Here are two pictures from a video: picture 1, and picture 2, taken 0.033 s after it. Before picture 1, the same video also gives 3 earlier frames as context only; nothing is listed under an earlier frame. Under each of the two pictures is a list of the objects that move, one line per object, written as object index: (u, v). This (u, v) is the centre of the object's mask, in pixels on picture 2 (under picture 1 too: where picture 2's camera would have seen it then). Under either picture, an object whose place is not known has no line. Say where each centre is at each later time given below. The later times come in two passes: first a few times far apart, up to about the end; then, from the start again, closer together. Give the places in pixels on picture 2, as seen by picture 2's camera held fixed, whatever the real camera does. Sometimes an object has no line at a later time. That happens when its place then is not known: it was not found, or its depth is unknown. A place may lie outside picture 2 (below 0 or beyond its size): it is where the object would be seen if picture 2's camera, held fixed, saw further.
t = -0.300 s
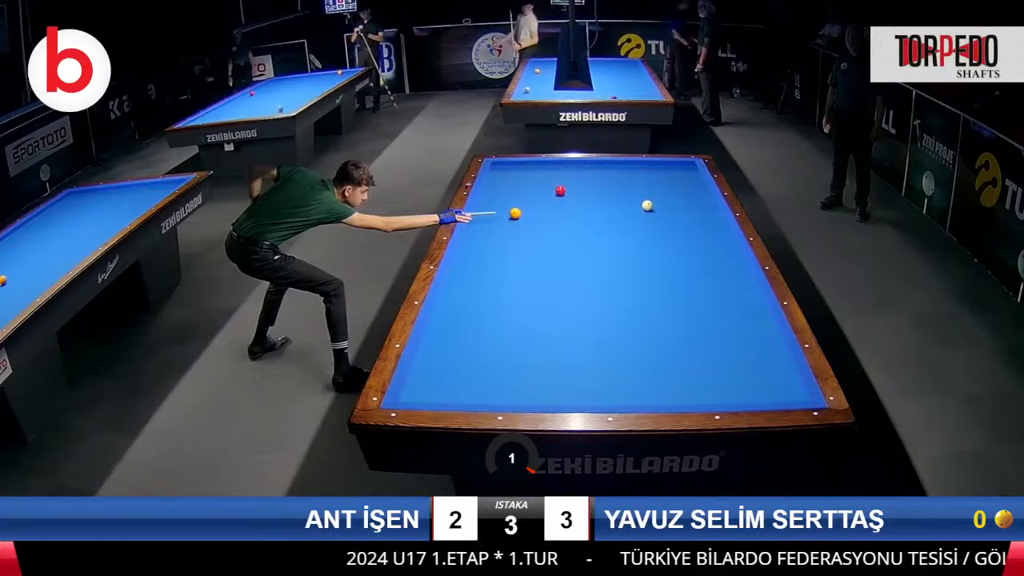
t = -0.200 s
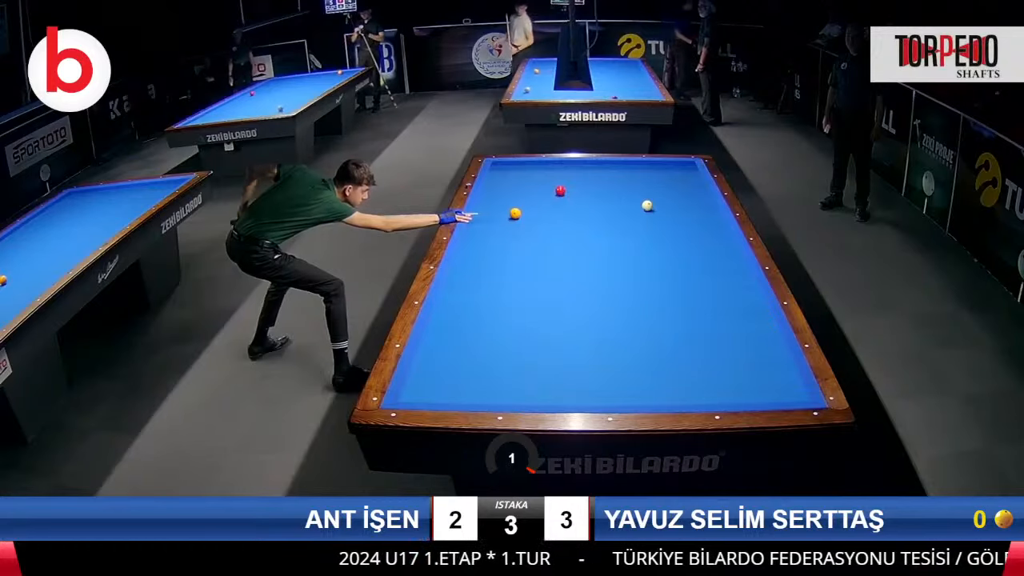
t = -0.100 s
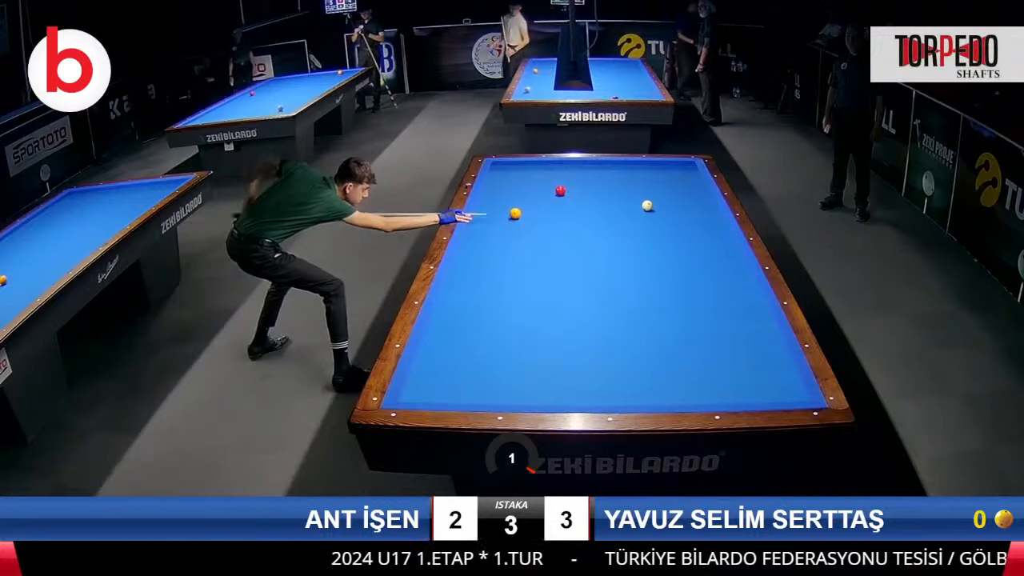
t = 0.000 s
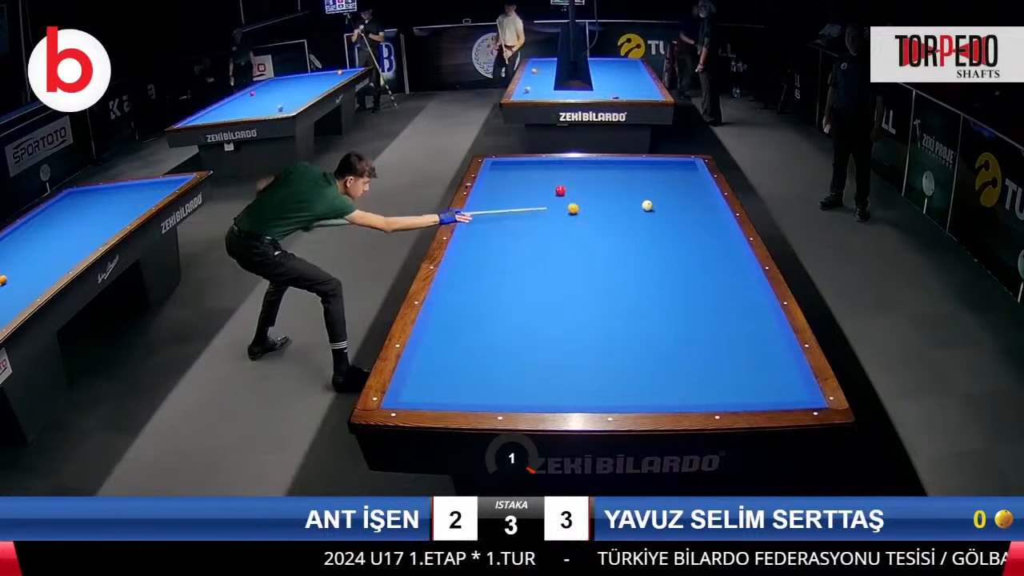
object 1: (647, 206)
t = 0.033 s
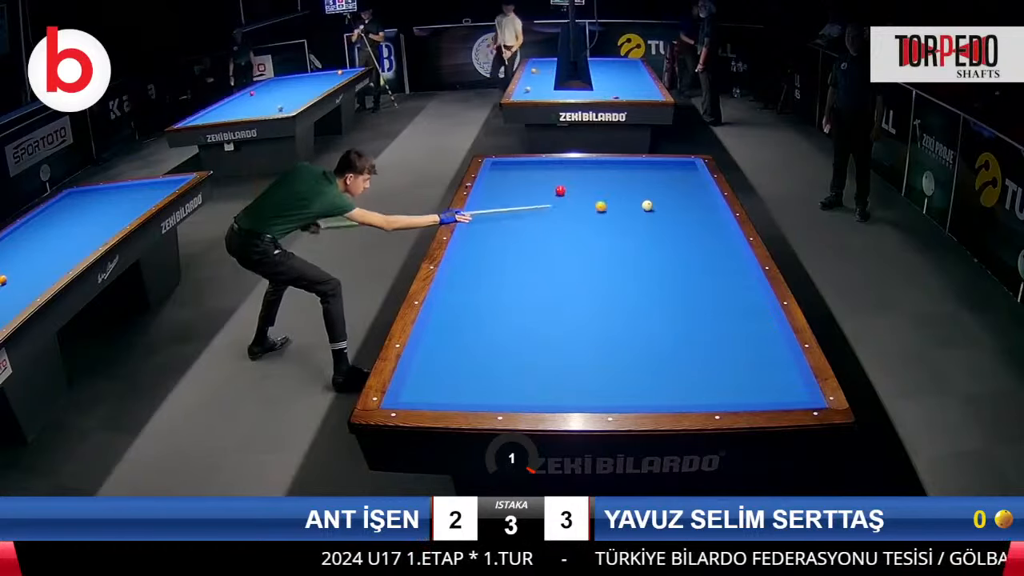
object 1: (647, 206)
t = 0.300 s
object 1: (681, 225)
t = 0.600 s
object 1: (559, 245)
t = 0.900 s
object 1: (468, 263)
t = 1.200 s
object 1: (544, 270)
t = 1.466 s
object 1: (596, 278)
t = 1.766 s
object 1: (655, 286)
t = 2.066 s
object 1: (714, 295)
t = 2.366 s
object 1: (751, 304)
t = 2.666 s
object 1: (733, 316)
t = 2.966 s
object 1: (729, 338)
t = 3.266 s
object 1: (725, 362)
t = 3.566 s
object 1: (720, 387)
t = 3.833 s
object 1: (710, 393)
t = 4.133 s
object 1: (691, 380)
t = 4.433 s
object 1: (674, 367)
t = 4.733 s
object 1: (658, 356)
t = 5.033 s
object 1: (643, 345)
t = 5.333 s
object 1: (630, 335)
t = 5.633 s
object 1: (617, 326)
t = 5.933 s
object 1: (605, 318)
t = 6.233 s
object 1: (594, 310)
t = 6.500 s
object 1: (585, 305)
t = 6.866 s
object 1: (571, 296)
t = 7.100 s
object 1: (567, 292)
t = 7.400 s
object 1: (559, 287)
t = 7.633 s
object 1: (550, 280)
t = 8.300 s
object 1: (541, 272)
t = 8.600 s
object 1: (534, 271)
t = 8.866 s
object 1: (530, 267)
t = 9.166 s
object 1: (525, 265)
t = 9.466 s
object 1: (521, 263)
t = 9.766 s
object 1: (518, 261)
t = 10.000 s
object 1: (515, 259)
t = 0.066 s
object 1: (647, 206)
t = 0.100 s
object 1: (660, 208)
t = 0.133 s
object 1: (680, 211)
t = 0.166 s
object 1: (700, 215)
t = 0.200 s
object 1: (720, 219)
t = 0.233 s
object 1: (708, 221)
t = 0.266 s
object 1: (694, 223)
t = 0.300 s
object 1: (681, 225)
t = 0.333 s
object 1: (667, 227)
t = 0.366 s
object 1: (653, 230)
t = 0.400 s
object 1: (640, 232)
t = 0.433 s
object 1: (626, 234)
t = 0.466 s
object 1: (612, 237)
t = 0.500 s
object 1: (599, 239)
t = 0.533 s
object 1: (585, 241)
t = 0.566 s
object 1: (572, 243)
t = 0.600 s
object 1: (559, 245)
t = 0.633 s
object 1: (545, 248)
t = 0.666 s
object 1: (533, 249)
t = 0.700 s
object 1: (520, 252)
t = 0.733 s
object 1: (507, 254)
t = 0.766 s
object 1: (494, 256)
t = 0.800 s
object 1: (482, 258)
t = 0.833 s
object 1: (468, 260)
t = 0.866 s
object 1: (458, 263)
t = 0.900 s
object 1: (468, 263)
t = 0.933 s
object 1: (478, 264)
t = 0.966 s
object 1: (487, 265)
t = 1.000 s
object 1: (496, 265)
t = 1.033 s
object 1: (505, 266)
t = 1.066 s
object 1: (514, 267)
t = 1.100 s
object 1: (522, 268)
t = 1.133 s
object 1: (530, 269)
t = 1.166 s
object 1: (537, 270)
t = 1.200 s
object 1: (544, 270)
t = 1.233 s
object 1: (551, 271)
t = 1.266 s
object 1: (557, 272)
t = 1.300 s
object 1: (564, 273)
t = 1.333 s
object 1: (570, 274)
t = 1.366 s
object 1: (577, 275)
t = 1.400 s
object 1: (583, 276)
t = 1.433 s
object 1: (590, 277)
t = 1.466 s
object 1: (596, 278)
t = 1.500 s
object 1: (603, 279)
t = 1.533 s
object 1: (609, 280)
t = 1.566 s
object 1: (616, 281)
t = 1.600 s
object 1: (622, 282)
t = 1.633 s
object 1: (629, 282)
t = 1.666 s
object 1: (635, 284)
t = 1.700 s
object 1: (642, 285)
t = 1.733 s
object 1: (649, 286)
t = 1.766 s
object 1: (655, 286)
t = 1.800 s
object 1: (662, 288)
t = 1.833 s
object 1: (668, 288)
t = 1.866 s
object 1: (675, 289)
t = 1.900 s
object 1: (681, 290)
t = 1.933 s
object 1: (688, 291)
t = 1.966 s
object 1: (695, 292)
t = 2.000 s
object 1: (701, 293)
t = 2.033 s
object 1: (708, 294)
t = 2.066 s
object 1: (714, 295)
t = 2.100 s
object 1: (721, 296)
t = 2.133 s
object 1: (727, 297)
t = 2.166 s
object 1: (734, 299)
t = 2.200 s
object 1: (740, 299)
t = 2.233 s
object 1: (746, 300)
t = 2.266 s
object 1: (753, 301)
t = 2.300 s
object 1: (759, 303)
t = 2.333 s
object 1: (755, 303)
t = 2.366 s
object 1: (751, 304)
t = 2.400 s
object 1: (747, 304)
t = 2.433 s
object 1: (743, 305)
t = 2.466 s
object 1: (740, 306)
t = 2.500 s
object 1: (737, 306)
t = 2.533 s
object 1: (734, 307)
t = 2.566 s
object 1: (731, 308)
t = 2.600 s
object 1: (732, 311)
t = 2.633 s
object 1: (733, 314)
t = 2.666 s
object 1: (733, 316)
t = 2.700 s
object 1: (733, 319)
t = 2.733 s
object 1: (732, 321)
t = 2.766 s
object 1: (732, 323)
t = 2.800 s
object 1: (731, 326)
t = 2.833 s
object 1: (731, 328)
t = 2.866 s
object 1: (730, 330)
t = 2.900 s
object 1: (730, 333)
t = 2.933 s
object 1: (730, 335)
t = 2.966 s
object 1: (729, 338)
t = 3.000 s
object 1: (729, 341)
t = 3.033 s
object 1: (728, 343)
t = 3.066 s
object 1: (728, 346)
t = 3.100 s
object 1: (728, 348)
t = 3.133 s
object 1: (727, 351)
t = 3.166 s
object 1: (727, 354)
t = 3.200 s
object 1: (726, 356)
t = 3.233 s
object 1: (726, 359)
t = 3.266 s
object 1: (725, 362)
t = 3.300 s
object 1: (725, 364)
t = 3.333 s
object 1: (724, 367)
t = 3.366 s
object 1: (723, 370)
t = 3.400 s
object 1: (723, 373)
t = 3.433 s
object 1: (722, 376)
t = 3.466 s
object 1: (722, 378)
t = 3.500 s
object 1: (721, 381)
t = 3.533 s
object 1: (721, 384)
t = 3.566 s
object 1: (720, 387)
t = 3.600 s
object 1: (719, 390)
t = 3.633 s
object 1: (719, 393)
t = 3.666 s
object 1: (718, 395)
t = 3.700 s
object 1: (717, 397)
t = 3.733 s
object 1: (716, 397)
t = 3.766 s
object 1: (713, 395)
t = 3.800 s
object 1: (712, 394)
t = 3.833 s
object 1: (710, 393)
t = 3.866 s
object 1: (707, 392)
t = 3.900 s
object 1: (705, 391)
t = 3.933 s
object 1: (703, 389)
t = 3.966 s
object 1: (701, 387)
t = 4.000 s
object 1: (699, 386)
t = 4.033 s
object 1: (697, 385)
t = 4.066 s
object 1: (695, 383)
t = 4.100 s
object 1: (693, 381)
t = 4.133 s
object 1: (691, 380)
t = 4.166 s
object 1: (689, 378)
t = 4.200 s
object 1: (687, 377)
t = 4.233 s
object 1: (685, 375)
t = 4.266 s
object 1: (683, 374)
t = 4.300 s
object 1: (681, 372)
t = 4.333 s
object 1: (680, 371)
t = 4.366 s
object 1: (678, 370)
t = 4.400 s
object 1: (676, 368)
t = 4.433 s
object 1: (674, 367)
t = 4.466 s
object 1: (672, 366)
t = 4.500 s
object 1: (670, 364)
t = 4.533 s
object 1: (669, 363)
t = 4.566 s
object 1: (667, 362)
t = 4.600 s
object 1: (665, 361)
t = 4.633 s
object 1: (664, 360)
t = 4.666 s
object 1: (662, 358)
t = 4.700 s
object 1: (660, 357)
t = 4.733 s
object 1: (658, 356)
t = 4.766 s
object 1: (656, 354)
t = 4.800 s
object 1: (655, 353)
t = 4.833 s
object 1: (653, 352)
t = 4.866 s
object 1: (651, 350)
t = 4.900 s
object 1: (650, 349)
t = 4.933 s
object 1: (648, 348)
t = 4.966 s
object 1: (646, 347)
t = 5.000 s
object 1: (645, 346)
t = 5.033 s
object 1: (643, 345)
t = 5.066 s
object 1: (642, 343)
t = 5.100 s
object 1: (640, 342)
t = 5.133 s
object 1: (639, 341)
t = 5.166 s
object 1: (637, 340)
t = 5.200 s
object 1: (635, 339)
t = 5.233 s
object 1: (634, 338)
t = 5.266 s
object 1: (633, 337)
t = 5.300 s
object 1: (631, 336)
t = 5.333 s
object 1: (630, 335)
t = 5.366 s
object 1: (628, 334)
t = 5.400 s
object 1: (627, 333)
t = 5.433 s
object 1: (626, 332)
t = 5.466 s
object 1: (624, 331)
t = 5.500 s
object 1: (623, 330)
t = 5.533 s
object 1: (622, 329)
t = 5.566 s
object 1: (620, 328)
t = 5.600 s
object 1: (619, 327)
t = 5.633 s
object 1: (617, 326)
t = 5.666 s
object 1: (616, 325)
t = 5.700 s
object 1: (614, 324)
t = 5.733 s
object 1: (613, 323)
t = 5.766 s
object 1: (612, 322)
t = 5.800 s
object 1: (610, 322)
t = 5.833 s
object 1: (609, 320)
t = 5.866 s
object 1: (608, 320)
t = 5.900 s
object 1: (606, 319)
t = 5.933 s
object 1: (605, 318)
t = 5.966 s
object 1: (604, 317)
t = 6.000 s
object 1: (603, 316)
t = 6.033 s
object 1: (601, 315)
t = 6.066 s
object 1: (600, 315)
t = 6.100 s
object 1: (599, 314)
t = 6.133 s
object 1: (598, 313)
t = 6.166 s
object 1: (597, 312)
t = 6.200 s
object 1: (596, 312)
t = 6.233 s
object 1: (594, 310)
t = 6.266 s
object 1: (593, 310)
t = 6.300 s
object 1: (592, 309)
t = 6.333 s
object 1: (591, 308)
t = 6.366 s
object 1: (590, 308)
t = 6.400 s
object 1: (589, 307)
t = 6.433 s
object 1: (588, 306)
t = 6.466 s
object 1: (587, 305)
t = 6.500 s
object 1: (585, 305)
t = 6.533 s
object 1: (584, 304)
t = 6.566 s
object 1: (583, 303)
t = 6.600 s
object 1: (582, 303)
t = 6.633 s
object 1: (581, 302)
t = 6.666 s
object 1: (580, 301)
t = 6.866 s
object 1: (571, 296)
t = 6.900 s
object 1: (573, 296)
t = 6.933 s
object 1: (572, 296)
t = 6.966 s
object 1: (571, 295)
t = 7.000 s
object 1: (570, 295)
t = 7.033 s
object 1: (569, 294)
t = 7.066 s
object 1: (568, 293)
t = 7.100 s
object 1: (567, 292)
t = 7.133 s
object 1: (566, 292)
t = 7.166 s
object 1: (565, 291)
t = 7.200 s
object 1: (565, 291)
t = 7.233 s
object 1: (564, 290)
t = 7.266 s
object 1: (563, 290)
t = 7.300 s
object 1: (562, 289)
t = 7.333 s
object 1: (561, 289)
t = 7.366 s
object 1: (560, 288)
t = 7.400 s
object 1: (559, 287)
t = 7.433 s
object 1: (558, 287)
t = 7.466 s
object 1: (558, 286)
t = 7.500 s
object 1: (557, 286)
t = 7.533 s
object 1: (556, 285)
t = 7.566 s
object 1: (555, 285)
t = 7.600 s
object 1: (554, 284)
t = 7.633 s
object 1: (550, 280)
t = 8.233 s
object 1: (545, 271)
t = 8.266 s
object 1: (543, 271)
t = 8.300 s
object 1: (541, 272)
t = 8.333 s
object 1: (540, 273)
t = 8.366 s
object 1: (539, 273)
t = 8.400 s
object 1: (538, 273)
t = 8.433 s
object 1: (537, 272)
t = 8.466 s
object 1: (537, 272)
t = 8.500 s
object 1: (536, 272)
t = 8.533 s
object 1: (535, 271)
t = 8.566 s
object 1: (535, 271)
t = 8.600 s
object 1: (534, 271)
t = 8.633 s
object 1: (534, 270)
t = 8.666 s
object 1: (533, 270)
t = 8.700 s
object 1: (533, 269)
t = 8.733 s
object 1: (532, 269)
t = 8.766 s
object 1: (532, 268)
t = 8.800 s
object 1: (531, 268)
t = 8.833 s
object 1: (531, 268)
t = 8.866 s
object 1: (530, 267)
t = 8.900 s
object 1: (530, 267)
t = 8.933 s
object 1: (529, 267)
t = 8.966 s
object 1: (529, 267)
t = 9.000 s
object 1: (528, 266)
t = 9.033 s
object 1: (527, 266)
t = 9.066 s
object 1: (527, 266)
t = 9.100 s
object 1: (526, 266)
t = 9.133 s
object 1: (526, 265)
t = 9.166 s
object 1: (525, 265)
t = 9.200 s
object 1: (525, 265)
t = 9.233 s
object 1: (524, 265)
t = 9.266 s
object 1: (524, 264)
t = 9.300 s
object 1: (523, 264)
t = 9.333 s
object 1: (523, 264)
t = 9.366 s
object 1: (523, 264)
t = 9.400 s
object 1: (522, 263)
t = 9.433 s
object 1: (522, 263)
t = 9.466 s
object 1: (521, 263)
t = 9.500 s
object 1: (521, 263)
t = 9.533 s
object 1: (520, 262)
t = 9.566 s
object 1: (520, 262)
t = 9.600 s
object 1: (520, 262)
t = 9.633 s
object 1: (519, 262)
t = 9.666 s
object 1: (519, 262)
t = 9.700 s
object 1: (519, 261)
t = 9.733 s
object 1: (518, 261)
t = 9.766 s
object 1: (518, 261)
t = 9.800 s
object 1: (518, 261)
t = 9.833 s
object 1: (517, 261)
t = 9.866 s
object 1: (517, 260)
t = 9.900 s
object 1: (516, 260)
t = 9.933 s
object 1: (516, 260)
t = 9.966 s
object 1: (516, 260)
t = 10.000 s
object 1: (515, 259)
